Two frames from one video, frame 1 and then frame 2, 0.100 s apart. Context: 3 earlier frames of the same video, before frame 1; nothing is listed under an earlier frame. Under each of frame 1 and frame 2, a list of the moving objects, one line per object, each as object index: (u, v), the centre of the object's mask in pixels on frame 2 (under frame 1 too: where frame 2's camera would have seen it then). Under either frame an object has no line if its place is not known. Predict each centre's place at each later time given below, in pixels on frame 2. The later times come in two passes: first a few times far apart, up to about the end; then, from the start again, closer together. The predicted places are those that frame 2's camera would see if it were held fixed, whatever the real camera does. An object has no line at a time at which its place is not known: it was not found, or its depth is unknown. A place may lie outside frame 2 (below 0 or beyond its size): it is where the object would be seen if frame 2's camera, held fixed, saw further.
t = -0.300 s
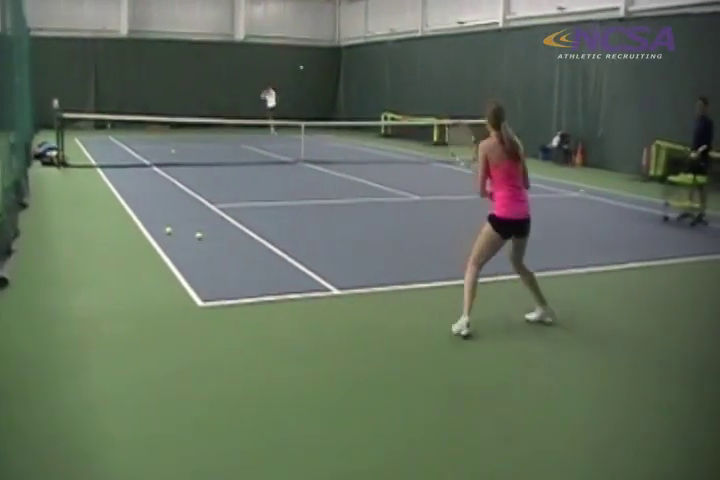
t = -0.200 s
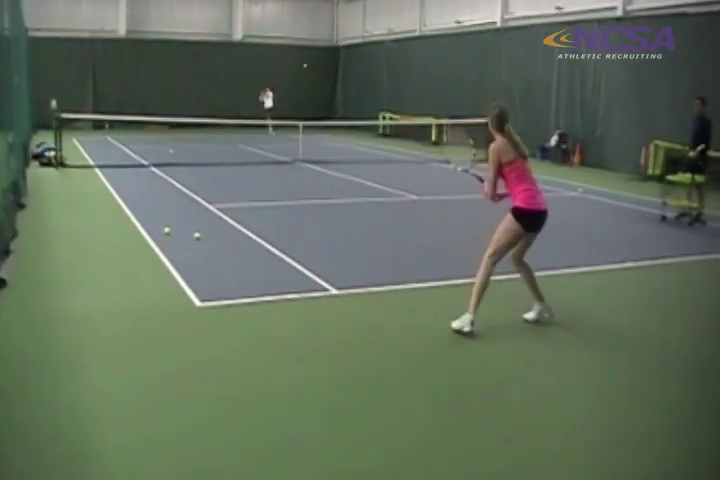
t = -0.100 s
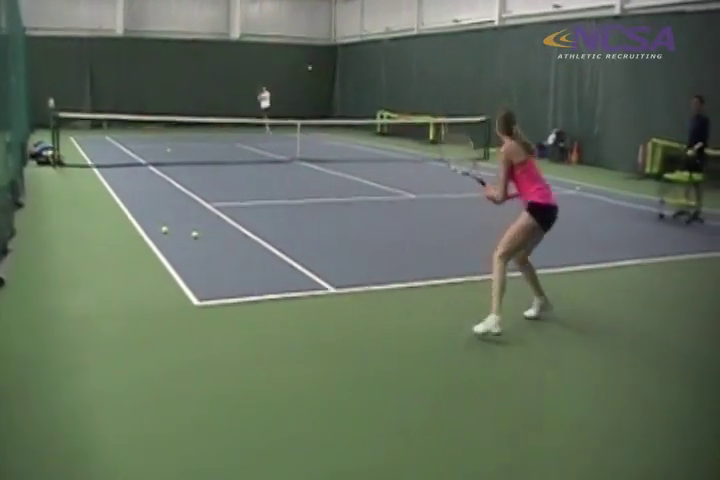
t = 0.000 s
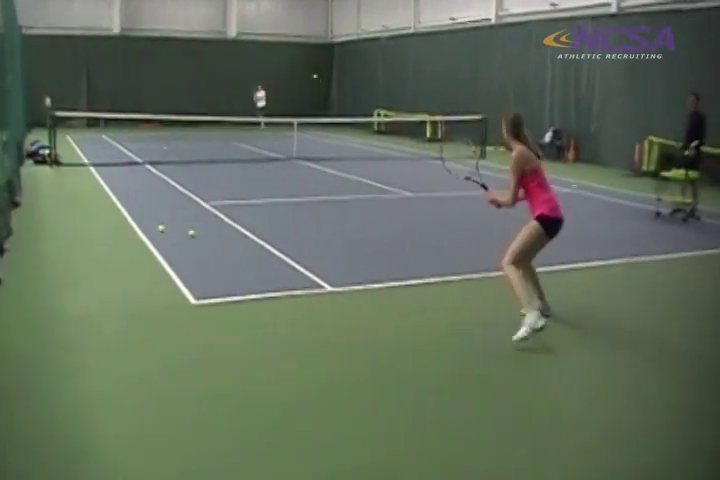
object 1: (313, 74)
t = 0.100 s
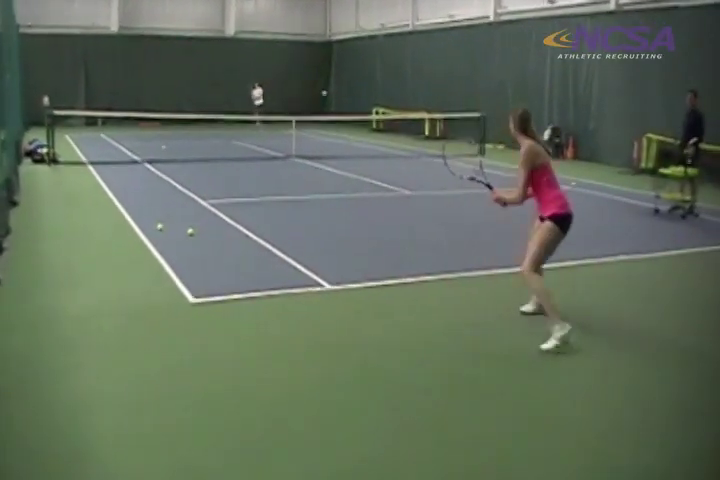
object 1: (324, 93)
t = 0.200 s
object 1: (337, 124)
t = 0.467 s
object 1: (385, 198)
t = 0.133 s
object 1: (328, 102)
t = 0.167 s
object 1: (332, 112)
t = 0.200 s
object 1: (337, 124)
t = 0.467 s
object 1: (385, 198)
